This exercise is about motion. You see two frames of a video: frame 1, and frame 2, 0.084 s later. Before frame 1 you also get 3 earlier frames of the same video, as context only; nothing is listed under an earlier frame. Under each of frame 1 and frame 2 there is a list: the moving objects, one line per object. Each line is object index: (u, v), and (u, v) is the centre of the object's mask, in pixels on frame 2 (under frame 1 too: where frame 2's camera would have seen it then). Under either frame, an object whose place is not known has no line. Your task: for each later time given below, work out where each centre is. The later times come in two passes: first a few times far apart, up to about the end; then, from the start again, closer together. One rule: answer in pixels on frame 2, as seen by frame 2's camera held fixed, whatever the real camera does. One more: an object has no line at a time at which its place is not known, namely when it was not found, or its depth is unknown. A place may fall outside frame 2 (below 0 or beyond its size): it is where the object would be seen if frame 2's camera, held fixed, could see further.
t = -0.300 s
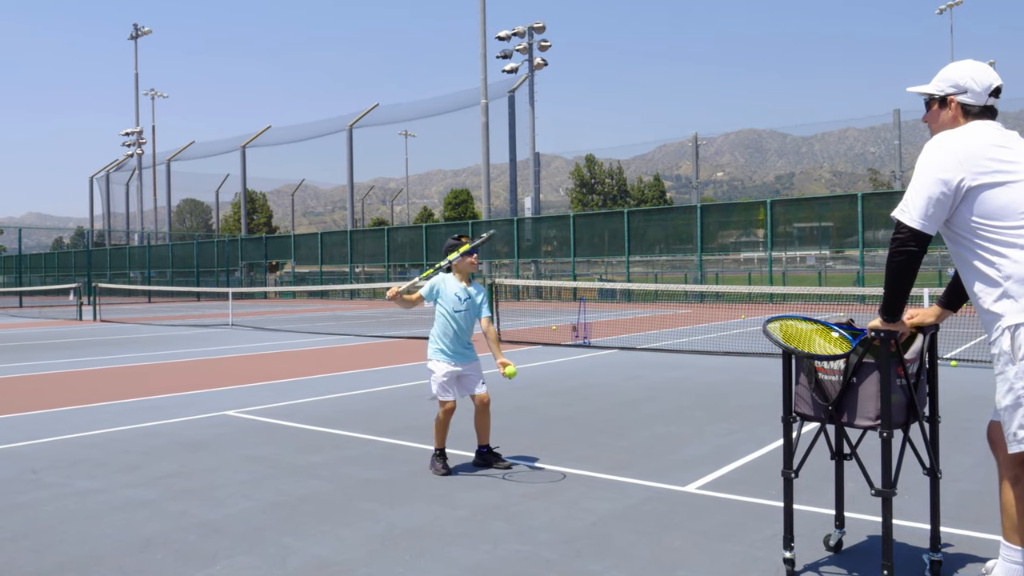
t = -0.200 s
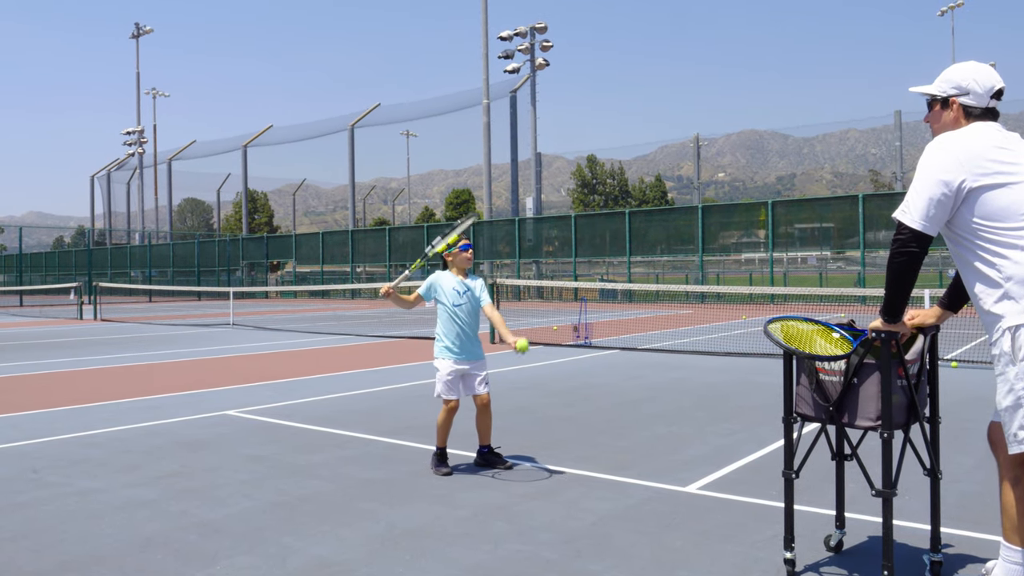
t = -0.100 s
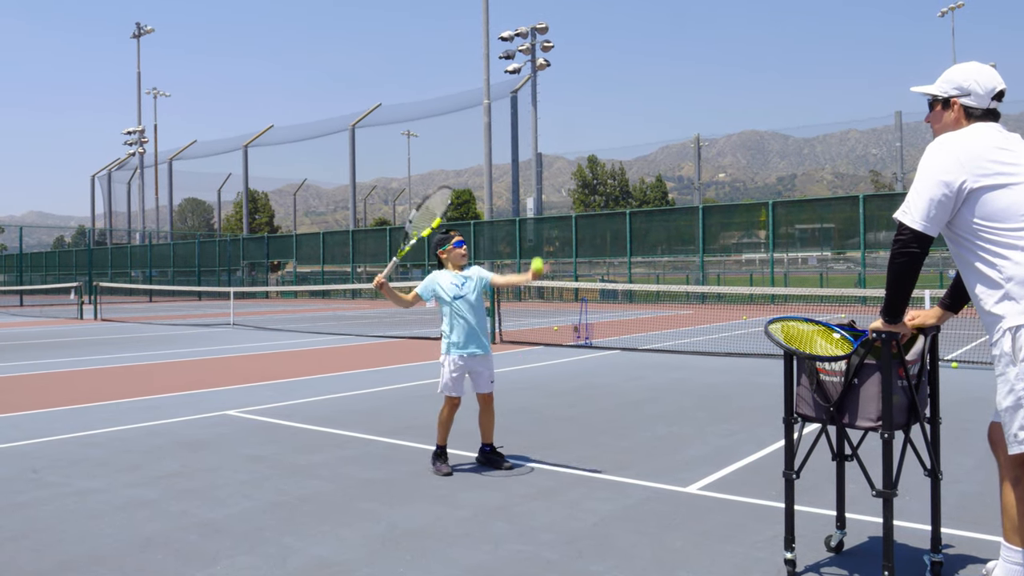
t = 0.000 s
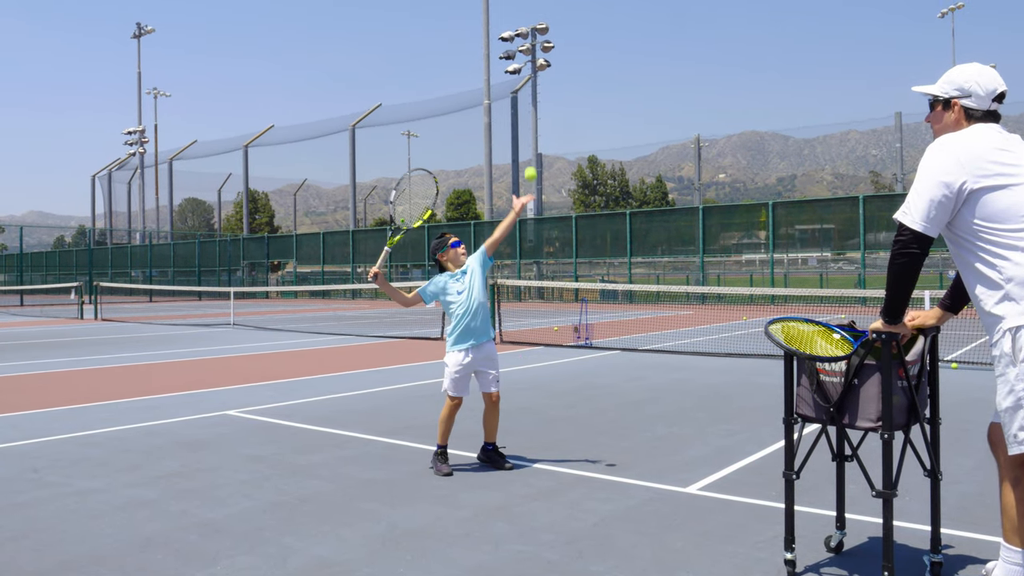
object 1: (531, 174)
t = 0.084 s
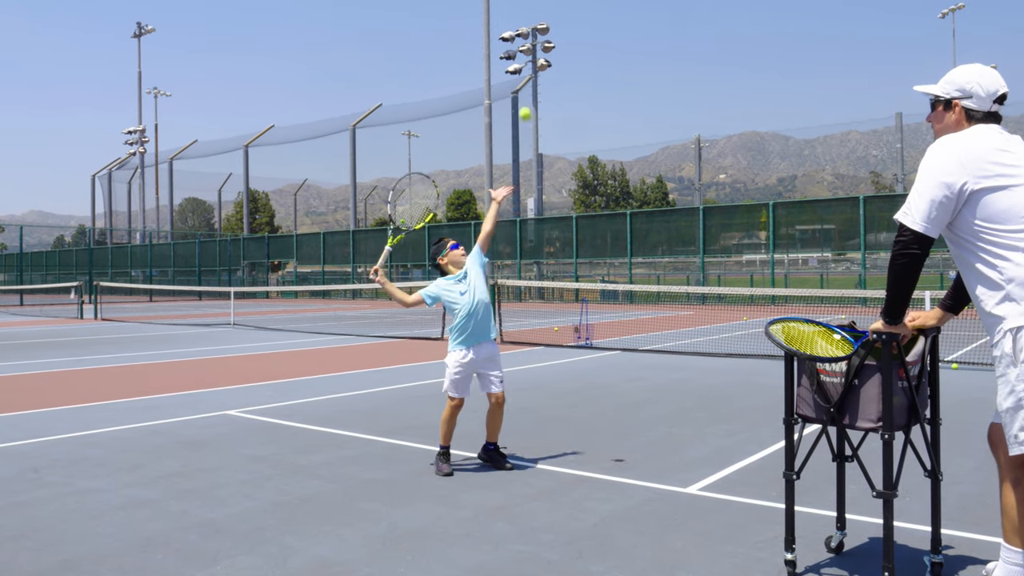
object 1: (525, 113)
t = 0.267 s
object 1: (513, 29)
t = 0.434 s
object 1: (502, 4)
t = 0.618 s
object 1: (492, 33)
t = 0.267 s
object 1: (513, 29)
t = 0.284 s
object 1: (511, 24)
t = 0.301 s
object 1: (510, 20)
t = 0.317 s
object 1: (509, 16)
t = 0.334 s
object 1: (508, 13)
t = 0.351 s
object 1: (507, 10)
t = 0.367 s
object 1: (506, 8)
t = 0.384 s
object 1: (505, 7)
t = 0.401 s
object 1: (504, 6)
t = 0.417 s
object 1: (503, 5)
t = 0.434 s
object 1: (502, 4)
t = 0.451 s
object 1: (501, 4)
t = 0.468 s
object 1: (500, 5)
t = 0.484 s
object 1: (499, 7)
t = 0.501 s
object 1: (499, 8)
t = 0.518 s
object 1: (498, 10)
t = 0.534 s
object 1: (497, 13)
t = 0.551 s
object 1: (496, 16)
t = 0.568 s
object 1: (495, 20)
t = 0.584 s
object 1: (494, 24)
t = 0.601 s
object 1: (493, 28)
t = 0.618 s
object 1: (492, 33)
